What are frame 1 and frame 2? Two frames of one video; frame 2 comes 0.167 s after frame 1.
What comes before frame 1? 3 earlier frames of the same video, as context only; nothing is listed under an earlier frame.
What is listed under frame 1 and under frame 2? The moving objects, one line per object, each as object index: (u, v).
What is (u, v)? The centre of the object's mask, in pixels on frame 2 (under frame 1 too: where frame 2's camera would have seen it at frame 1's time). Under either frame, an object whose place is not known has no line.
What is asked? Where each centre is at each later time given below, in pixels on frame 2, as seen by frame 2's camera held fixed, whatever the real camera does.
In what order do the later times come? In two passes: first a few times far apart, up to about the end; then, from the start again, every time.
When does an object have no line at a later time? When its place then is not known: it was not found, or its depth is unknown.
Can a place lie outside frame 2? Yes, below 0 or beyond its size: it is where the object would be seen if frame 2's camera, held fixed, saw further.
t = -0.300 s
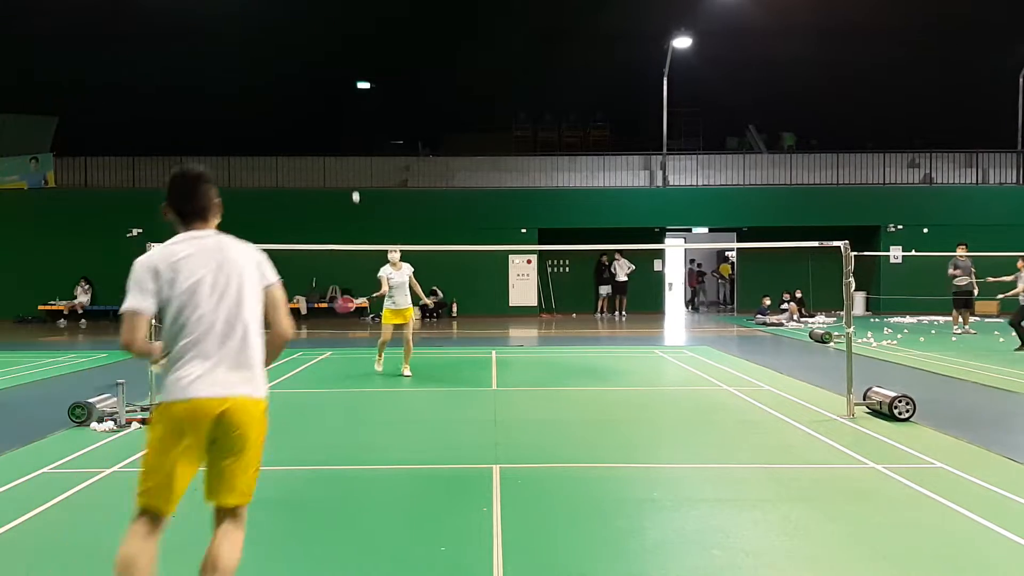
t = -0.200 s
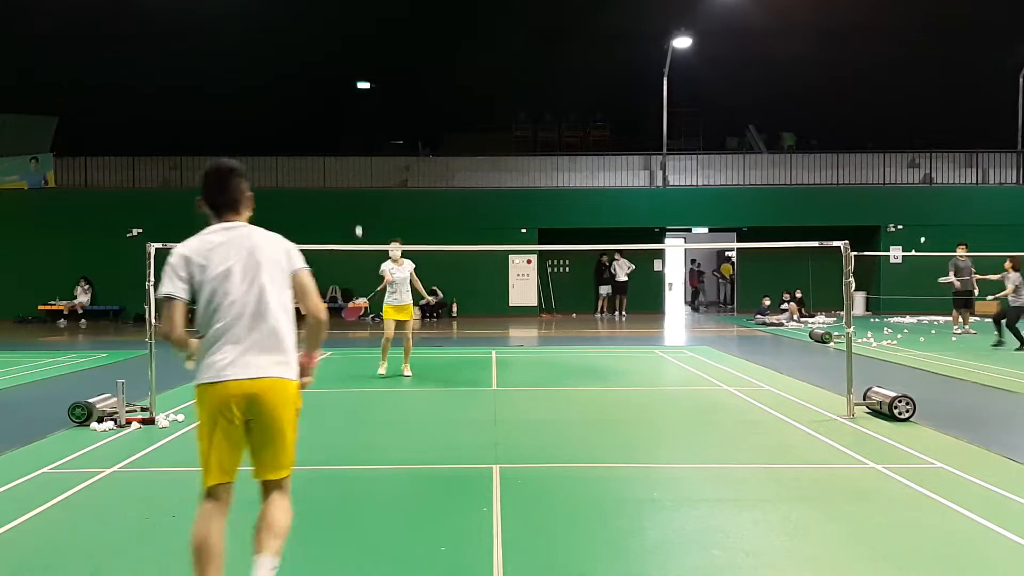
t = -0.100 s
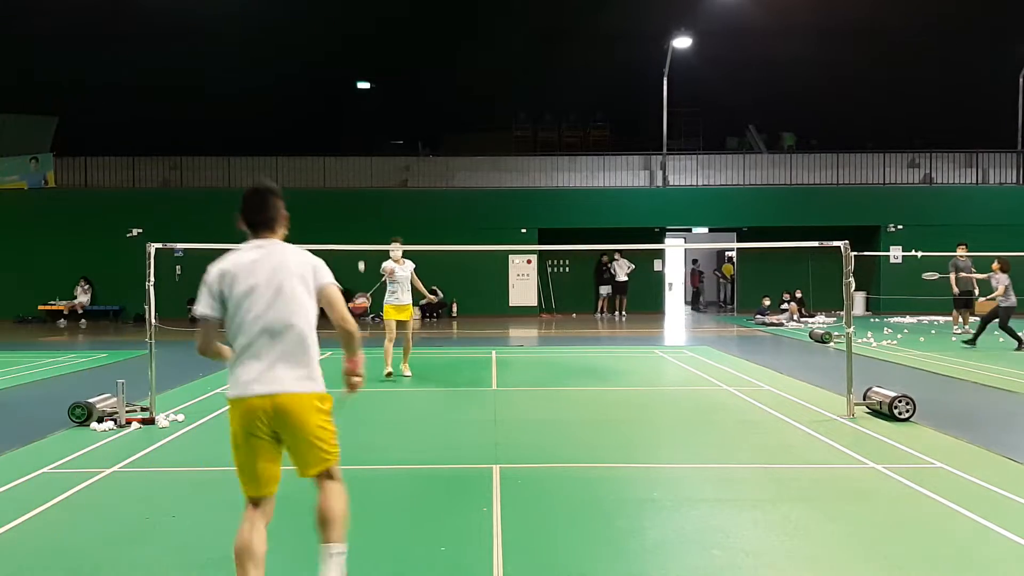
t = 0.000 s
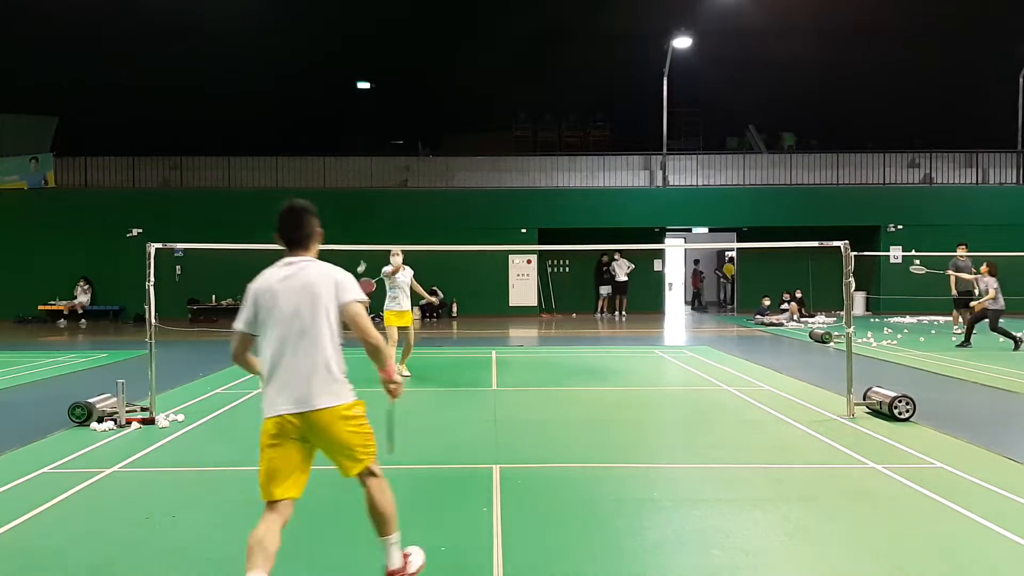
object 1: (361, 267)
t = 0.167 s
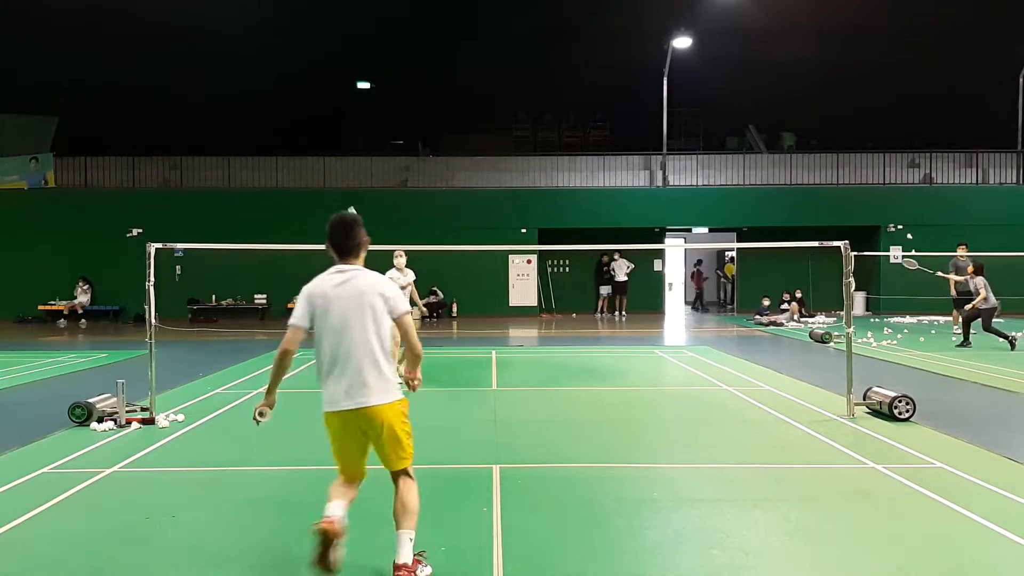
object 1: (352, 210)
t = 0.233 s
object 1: (348, 197)
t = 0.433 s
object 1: (346, 179)
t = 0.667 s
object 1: (339, 216)
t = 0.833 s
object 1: (337, 282)
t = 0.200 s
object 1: (349, 204)
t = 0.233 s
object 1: (348, 197)
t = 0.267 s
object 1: (347, 192)
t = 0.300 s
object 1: (347, 188)
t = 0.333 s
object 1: (347, 184)
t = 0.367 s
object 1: (347, 181)
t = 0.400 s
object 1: (347, 179)
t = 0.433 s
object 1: (346, 179)
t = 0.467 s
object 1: (345, 180)
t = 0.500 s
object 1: (344, 182)
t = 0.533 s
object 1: (343, 186)
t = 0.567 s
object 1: (342, 192)
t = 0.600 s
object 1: (341, 198)
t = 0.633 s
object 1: (340, 206)
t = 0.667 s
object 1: (339, 216)
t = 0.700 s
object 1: (339, 226)
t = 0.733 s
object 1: (339, 237)
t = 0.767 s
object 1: (338, 252)
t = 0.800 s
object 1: (338, 266)
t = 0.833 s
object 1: (337, 282)
